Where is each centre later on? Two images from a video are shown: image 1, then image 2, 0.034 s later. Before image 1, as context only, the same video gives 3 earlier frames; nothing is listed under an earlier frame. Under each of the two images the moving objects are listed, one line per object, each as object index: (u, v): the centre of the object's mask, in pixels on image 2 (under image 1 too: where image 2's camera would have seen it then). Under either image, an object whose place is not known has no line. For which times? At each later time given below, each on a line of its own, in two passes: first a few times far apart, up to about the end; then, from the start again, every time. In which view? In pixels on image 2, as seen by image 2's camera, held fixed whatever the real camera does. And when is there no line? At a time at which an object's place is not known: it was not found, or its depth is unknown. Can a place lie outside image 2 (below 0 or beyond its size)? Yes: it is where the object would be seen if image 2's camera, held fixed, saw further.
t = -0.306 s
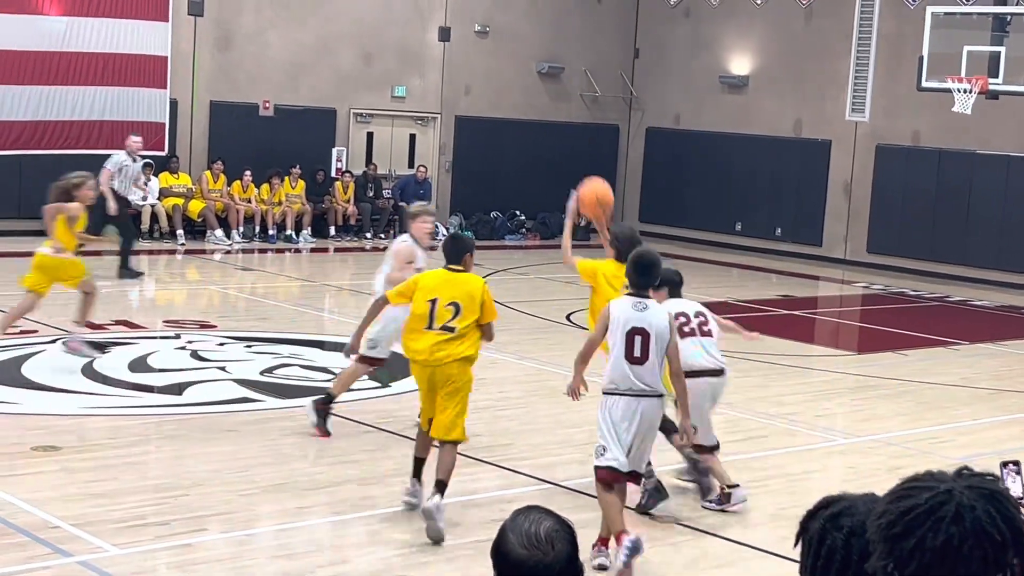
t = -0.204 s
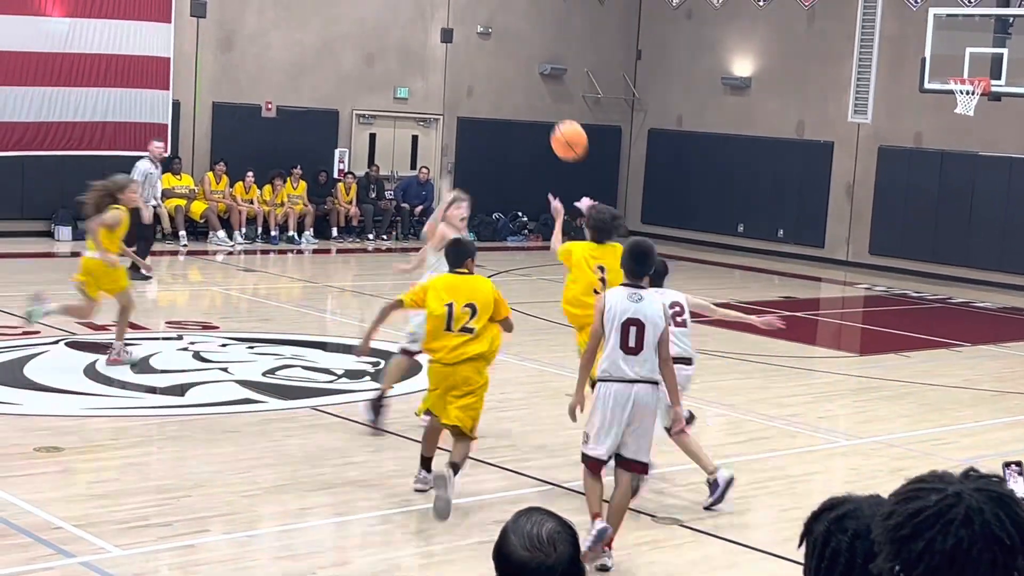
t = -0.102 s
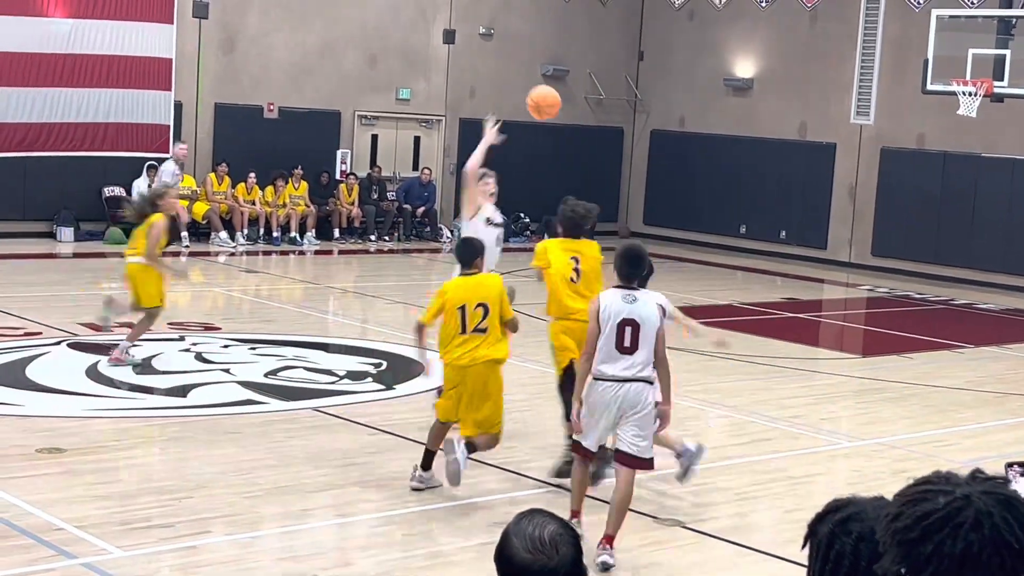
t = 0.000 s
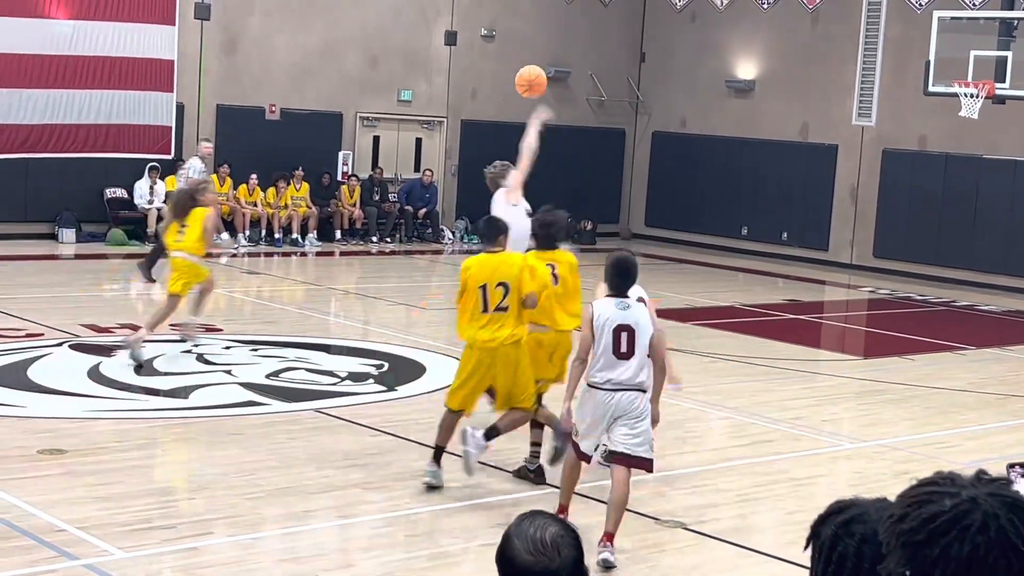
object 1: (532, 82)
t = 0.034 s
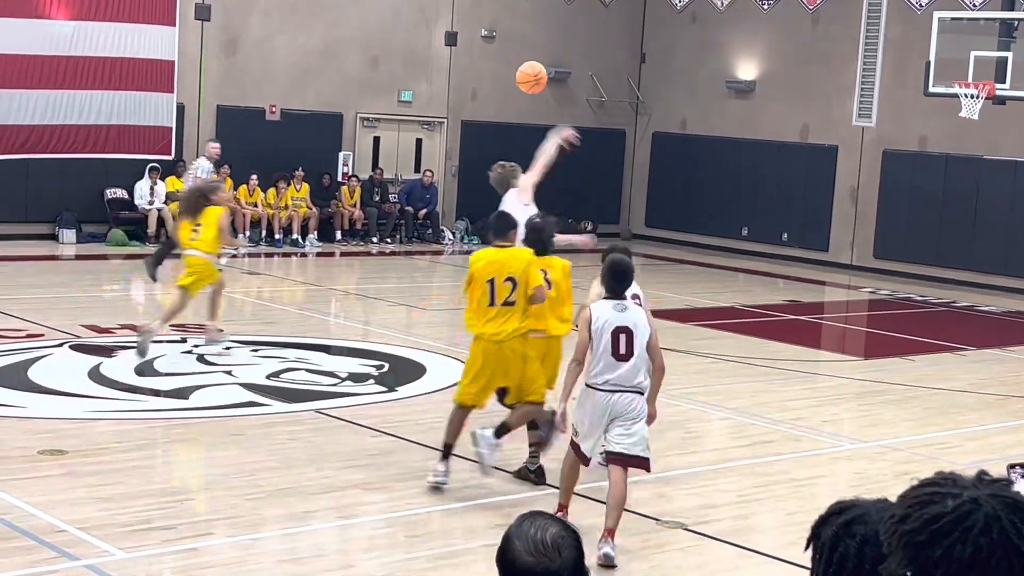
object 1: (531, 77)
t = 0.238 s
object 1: (532, 78)
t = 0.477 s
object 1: (528, 130)
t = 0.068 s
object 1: (532, 74)
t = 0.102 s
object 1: (531, 72)
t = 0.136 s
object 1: (532, 72)
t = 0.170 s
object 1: (532, 73)
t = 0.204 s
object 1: (532, 75)
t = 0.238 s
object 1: (532, 78)
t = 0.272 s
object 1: (532, 83)
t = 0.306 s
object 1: (531, 88)
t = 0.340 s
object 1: (531, 95)
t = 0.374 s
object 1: (530, 102)
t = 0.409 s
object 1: (529, 111)
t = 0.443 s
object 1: (529, 120)
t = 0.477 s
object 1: (528, 130)
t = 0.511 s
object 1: (527, 141)
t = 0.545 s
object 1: (526, 153)
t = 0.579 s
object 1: (524, 165)
